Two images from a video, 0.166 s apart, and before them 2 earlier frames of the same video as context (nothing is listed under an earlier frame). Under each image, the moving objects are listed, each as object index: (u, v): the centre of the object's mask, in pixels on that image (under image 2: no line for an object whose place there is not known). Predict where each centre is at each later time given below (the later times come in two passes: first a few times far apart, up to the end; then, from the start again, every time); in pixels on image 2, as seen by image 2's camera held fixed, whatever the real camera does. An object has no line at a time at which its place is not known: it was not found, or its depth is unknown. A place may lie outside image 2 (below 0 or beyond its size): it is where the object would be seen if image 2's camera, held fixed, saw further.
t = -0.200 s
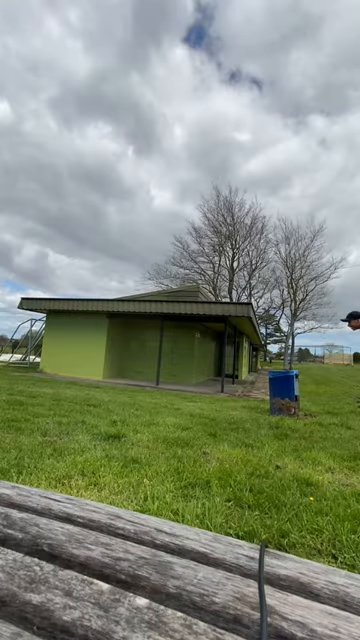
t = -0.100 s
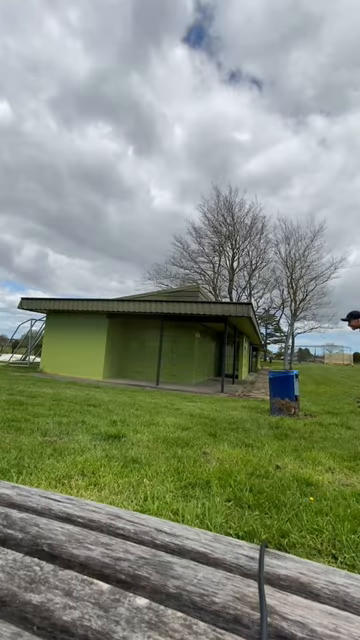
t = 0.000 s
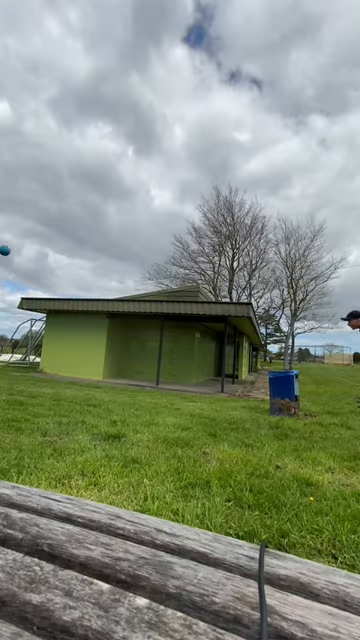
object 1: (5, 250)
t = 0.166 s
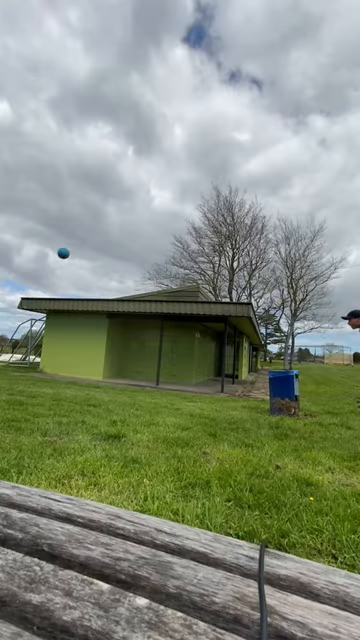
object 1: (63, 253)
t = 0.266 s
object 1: (101, 263)
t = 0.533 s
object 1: (215, 318)
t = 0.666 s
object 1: (282, 366)
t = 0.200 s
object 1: (75, 256)
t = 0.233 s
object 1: (88, 259)
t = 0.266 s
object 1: (101, 263)
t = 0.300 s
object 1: (115, 267)
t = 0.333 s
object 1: (128, 272)
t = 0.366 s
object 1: (142, 277)
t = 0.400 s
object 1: (156, 284)
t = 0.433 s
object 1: (170, 291)
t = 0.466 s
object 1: (185, 299)
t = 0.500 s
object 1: (200, 308)
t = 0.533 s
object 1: (215, 318)
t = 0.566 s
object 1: (232, 329)
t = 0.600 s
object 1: (248, 341)
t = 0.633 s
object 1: (265, 354)
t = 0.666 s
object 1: (282, 366)
